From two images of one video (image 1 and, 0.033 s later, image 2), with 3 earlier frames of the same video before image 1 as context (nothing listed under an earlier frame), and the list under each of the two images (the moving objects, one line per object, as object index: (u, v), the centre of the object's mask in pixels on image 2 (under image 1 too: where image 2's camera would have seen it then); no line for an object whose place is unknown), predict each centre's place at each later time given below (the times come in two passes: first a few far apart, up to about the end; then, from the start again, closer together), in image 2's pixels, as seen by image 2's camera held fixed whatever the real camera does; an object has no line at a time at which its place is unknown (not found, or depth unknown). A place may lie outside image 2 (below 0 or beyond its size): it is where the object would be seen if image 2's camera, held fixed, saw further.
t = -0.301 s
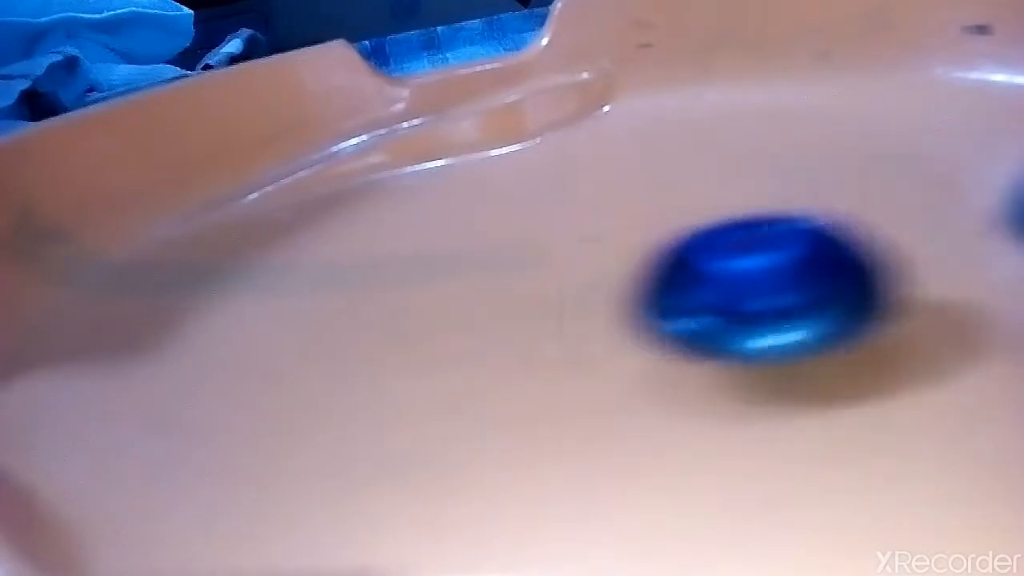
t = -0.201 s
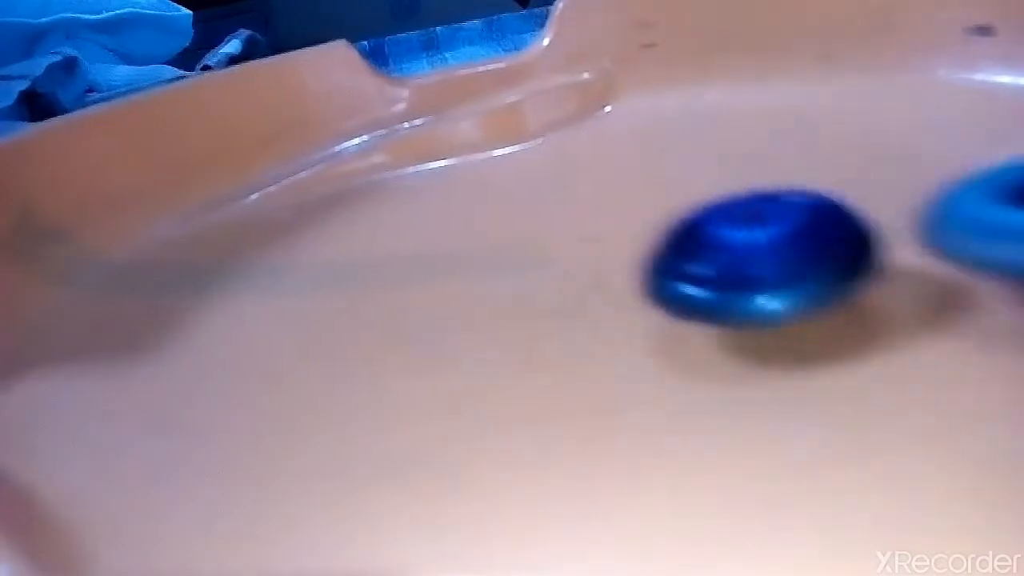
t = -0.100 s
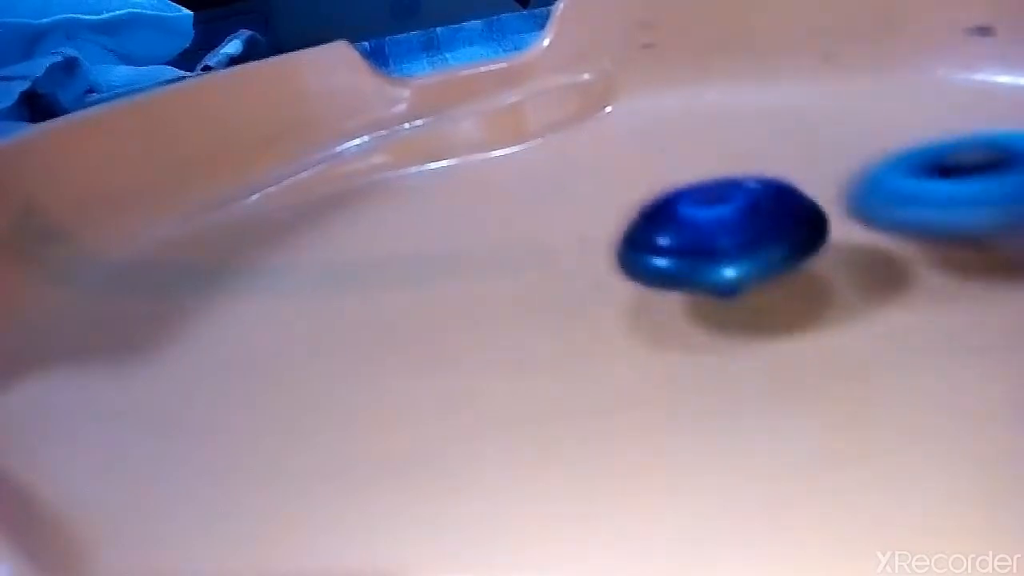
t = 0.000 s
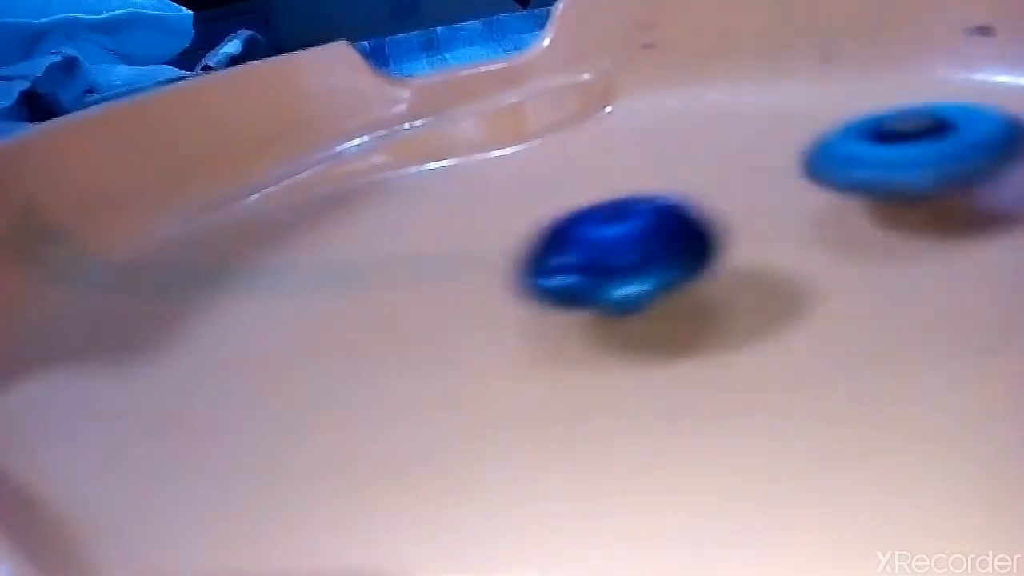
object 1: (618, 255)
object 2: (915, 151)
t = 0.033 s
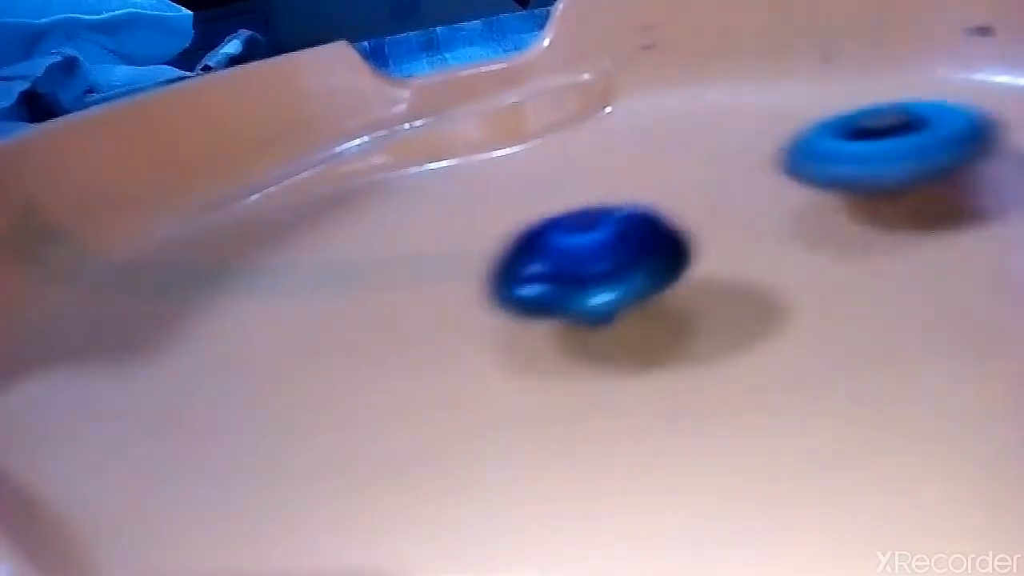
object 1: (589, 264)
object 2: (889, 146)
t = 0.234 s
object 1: (577, 324)
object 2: (612, 193)
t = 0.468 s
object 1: (758, 303)
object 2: (398, 327)
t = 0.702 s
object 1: (764, 244)
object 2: (673, 435)
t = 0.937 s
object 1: (576, 253)
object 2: (951, 260)
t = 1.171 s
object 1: (454, 295)
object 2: (768, 177)
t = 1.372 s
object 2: (449, 222)
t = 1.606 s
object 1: (471, 348)
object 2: (177, 391)
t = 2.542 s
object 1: (279, 271)
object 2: (450, 204)
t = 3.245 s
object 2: (749, 174)
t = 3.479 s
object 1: (730, 193)
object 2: (546, 199)
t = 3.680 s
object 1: (599, 186)
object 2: (475, 274)
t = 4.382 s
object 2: (616, 205)
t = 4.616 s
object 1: (765, 287)
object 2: (479, 291)
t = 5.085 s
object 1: (683, 114)
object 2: (816, 284)
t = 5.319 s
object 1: (507, 144)
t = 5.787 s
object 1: (415, 257)
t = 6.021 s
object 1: (314, 280)
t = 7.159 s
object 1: (429, 318)
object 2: (503, 196)
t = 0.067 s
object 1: (575, 273)
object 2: (853, 146)
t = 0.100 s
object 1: (567, 283)
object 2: (808, 151)
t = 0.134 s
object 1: (564, 294)
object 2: (757, 158)
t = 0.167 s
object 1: (566, 304)
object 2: (706, 168)
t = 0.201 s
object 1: (571, 315)
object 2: (657, 179)
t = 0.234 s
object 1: (577, 324)
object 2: (612, 193)
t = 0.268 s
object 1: (591, 329)
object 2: (567, 210)
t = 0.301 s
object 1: (615, 330)
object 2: (523, 227)
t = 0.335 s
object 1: (637, 330)
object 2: (486, 247)
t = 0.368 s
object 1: (669, 327)
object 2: (455, 266)
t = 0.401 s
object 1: (701, 322)
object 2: (429, 287)
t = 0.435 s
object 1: (729, 314)
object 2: (409, 307)
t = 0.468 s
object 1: (758, 303)
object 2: (398, 327)
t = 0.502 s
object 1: (781, 294)
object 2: (391, 351)
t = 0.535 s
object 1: (796, 285)
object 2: (397, 376)
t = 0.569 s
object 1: (804, 274)
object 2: (416, 400)
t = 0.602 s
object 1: (806, 265)
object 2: (456, 419)
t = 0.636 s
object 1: (795, 257)
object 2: (515, 435)
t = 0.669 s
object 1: (780, 250)
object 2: (589, 440)
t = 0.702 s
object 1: (764, 244)
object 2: (673, 435)
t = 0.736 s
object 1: (740, 239)
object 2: (758, 422)
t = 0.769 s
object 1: (717, 236)
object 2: (834, 400)
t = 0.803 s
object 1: (693, 235)
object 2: (882, 371)
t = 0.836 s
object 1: (660, 239)
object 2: (912, 343)
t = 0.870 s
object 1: (628, 243)
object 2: (932, 313)
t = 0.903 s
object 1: (601, 248)
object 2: (944, 286)
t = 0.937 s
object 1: (576, 253)
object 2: (951, 260)
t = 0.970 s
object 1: (558, 257)
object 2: (952, 238)
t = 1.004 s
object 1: (542, 262)
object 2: (949, 219)
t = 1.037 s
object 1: (524, 268)
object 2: (939, 202)
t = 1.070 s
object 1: (505, 275)
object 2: (921, 188)
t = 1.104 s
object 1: (485, 282)
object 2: (876, 180)
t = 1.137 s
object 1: (468, 290)
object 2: (824, 177)
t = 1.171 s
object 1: (454, 295)
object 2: (768, 177)
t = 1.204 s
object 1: (445, 300)
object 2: (713, 179)
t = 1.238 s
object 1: (438, 305)
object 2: (657, 184)
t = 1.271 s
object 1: (430, 310)
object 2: (605, 191)
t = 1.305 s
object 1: (422, 316)
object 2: (551, 201)
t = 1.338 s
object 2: (501, 211)
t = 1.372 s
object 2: (449, 222)
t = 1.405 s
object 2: (399, 234)
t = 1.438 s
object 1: (393, 335)
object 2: (345, 250)
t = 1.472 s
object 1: (395, 341)
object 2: (247, 296)
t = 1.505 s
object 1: (408, 346)
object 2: (214, 318)
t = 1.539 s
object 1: (426, 348)
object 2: (191, 341)
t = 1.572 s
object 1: (448, 347)
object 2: (177, 365)
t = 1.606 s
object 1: (471, 348)
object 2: (177, 391)
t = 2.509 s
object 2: (483, 194)
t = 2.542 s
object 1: (279, 271)
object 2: (450, 204)
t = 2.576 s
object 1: (261, 282)
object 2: (420, 216)
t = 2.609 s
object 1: (221, 302)
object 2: (394, 229)
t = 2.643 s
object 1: (181, 325)
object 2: (382, 237)
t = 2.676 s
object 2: (368, 249)
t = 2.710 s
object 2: (361, 264)
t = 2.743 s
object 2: (368, 277)
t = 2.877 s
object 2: (483, 301)
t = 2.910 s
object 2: (524, 301)
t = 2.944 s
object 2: (568, 297)
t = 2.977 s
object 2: (616, 291)
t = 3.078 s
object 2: (745, 249)
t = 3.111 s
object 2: (765, 228)
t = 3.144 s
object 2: (776, 212)
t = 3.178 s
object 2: (776, 196)
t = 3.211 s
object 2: (767, 185)
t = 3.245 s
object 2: (749, 174)
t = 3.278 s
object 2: (726, 167)
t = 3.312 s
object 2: (695, 164)
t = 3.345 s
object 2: (665, 167)
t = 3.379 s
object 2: (636, 171)
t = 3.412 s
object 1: (779, 204)
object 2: (607, 179)
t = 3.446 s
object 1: (757, 197)
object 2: (577, 188)
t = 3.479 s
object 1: (730, 193)
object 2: (546, 199)
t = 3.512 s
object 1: (704, 189)
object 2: (518, 211)
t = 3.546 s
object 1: (680, 187)
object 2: (496, 226)
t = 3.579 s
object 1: (662, 186)
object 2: (475, 240)
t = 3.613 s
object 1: (641, 185)
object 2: (463, 254)
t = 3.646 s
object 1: (621, 184)
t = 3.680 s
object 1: (599, 186)
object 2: (475, 274)
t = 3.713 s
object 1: (570, 190)
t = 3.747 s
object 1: (542, 194)
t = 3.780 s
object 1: (514, 201)
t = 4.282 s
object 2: (700, 182)
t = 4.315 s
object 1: (485, 316)
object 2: (671, 187)
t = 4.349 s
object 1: (502, 320)
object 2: (643, 196)
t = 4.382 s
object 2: (616, 205)
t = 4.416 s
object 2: (588, 214)
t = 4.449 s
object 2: (556, 224)
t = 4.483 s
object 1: (612, 317)
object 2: (527, 238)
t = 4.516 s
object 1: (644, 311)
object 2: (506, 256)
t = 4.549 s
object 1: (689, 307)
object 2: (498, 270)
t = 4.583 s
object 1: (732, 299)
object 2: (486, 281)
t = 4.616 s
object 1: (765, 287)
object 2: (479, 291)
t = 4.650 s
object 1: (792, 274)
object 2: (477, 303)
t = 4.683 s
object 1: (810, 261)
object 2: (483, 314)
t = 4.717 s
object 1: (820, 248)
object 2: (496, 326)
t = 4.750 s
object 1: (825, 237)
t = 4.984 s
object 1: (750, 184)
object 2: (795, 281)
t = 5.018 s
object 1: (737, 176)
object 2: (808, 273)
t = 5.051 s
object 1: (711, 143)
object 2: (816, 282)
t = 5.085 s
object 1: (683, 114)
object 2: (816, 284)
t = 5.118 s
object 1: (655, 97)
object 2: (807, 282)
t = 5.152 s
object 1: (628, 89)
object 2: (792, 275)
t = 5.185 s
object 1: (601, 85)
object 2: (773, 266)
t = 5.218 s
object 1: (576, 89)
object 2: (753, 258)
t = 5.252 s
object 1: (553, 100)
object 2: (731, 253)
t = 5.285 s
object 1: (529, 123)
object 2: (709, 250)
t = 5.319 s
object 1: (507, 144)
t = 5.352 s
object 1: (492, 161)
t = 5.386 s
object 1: (485, 177)
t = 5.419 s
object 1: (482, 194)
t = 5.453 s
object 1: (482, 213)
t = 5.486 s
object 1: (483, 225)
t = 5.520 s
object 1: (467, 223)
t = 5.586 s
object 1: (442, 239)
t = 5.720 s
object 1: (435, 255)
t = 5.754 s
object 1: (420, 261)
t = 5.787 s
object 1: (415, 257)
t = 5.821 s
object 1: (411, 262)
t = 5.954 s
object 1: (376, 284)
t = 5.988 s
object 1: (340, 279)
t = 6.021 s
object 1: (314, 280)
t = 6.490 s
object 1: (159, 348)
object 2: (494, 331)
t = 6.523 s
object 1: (168, 351)
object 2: (508, 327)
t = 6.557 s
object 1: (183, 354)
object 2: (515, 324)
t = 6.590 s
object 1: (200, 357)
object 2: (519, 320)
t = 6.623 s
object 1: (221, 359)
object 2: (522, 317)
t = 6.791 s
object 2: (557, 275)
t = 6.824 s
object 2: (570, 263)
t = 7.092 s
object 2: (512, 208)
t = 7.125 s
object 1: (433, 305)
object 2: (505, 203)
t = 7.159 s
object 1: (429, 318)
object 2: (503, 196)
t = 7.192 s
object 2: (497, 193)
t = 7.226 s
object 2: (490, 193)
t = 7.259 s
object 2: (483, 194)
